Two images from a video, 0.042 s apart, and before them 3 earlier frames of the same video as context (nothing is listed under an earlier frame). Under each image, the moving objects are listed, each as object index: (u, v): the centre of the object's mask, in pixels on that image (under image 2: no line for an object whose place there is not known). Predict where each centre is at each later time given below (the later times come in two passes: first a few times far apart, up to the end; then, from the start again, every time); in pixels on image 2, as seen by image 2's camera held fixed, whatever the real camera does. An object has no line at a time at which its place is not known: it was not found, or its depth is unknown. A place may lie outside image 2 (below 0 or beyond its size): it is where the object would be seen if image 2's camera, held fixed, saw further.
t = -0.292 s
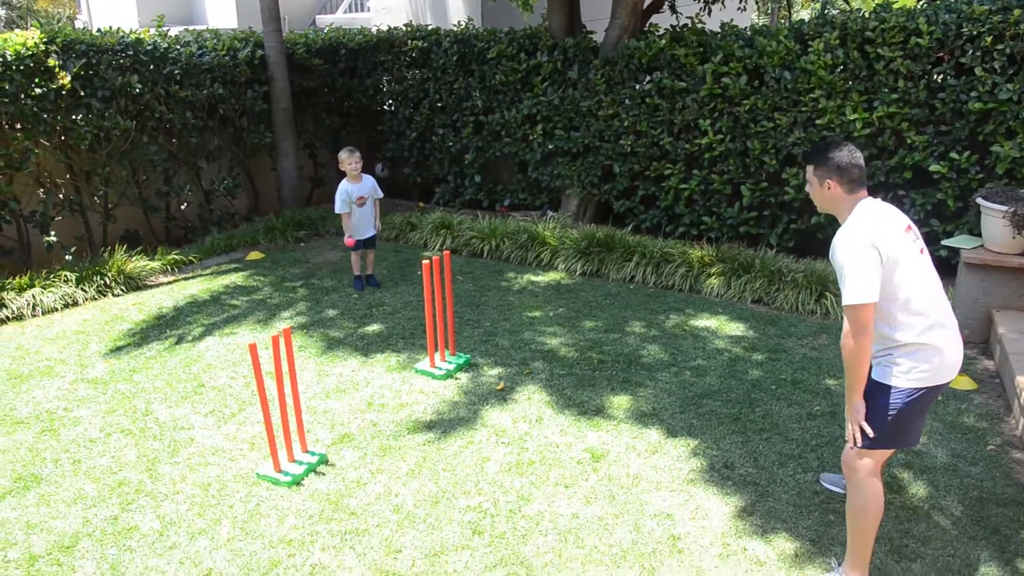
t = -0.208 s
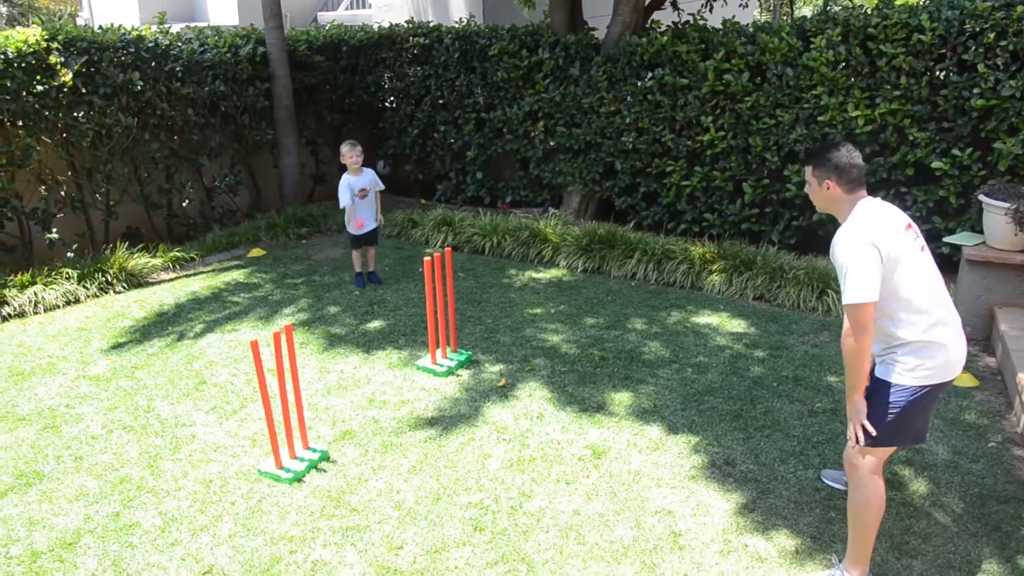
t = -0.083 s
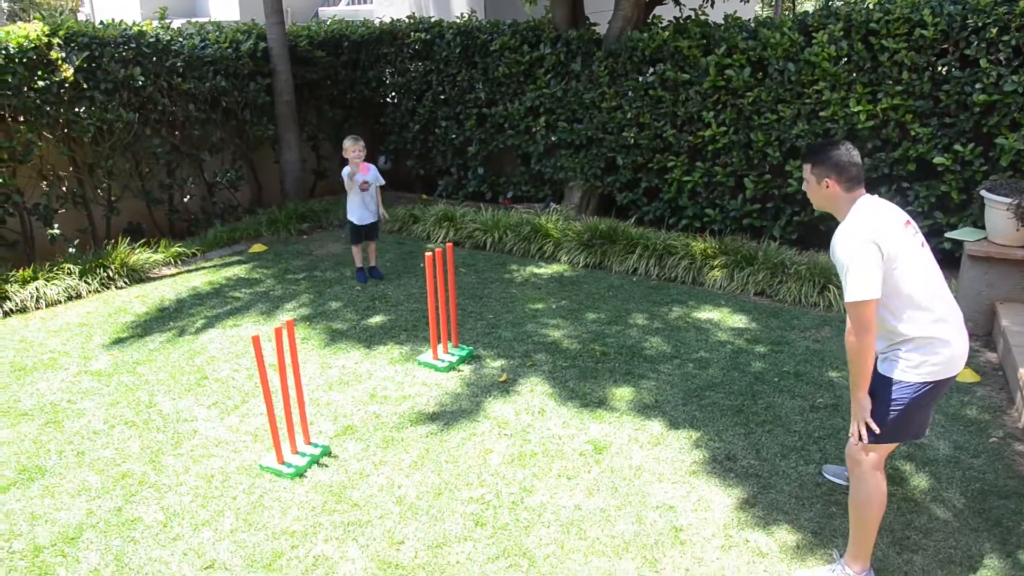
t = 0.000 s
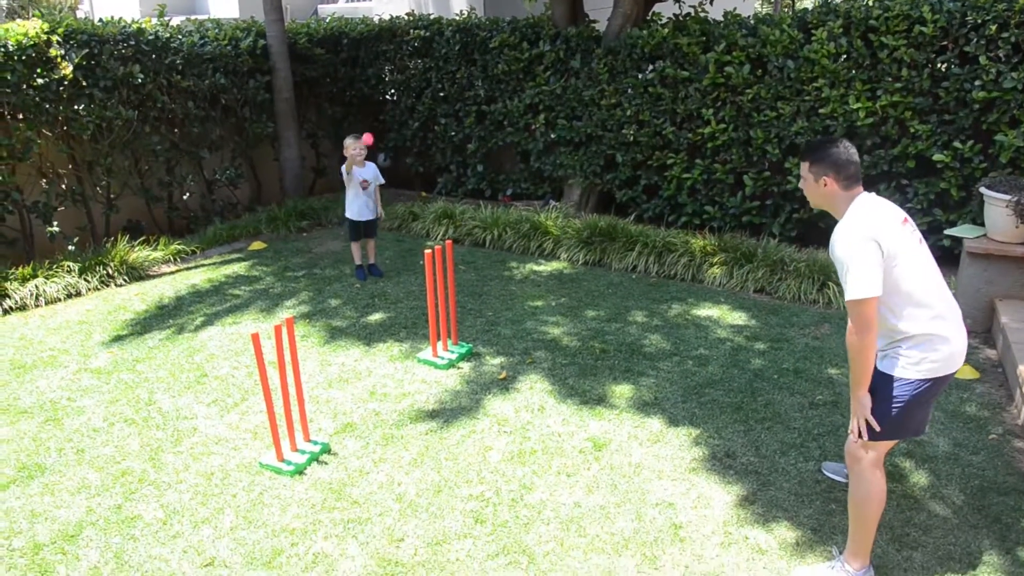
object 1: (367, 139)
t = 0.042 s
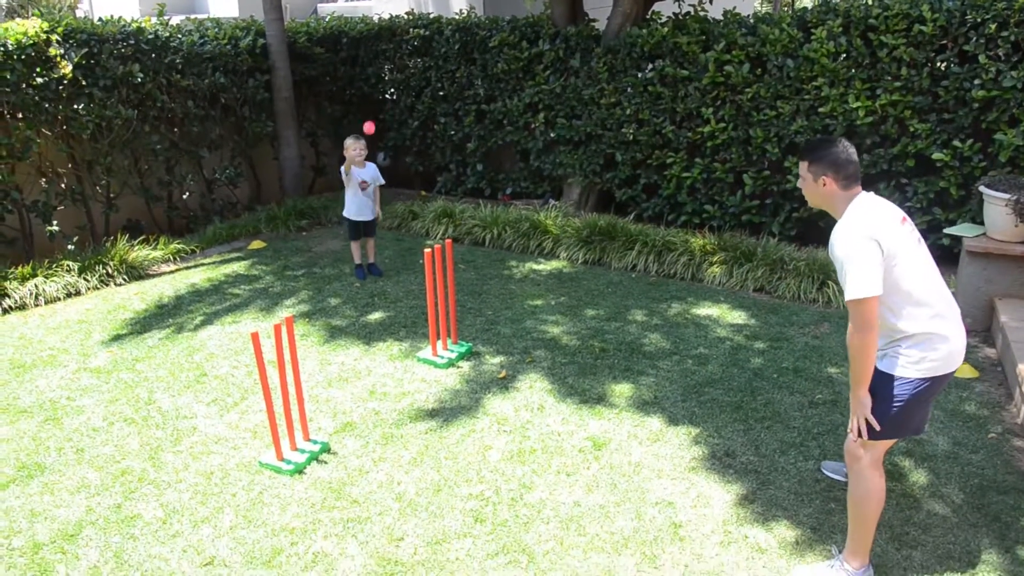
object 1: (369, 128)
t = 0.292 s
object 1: (388, 119)
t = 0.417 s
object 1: (402, 161)
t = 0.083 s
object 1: (371, 120)
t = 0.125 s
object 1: (374, 114)
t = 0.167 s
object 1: (377, 111)
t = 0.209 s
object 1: (380, 110)
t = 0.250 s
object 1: (384, 113)
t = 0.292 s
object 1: (388, 119)
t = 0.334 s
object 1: (392, 129)
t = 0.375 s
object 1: (396, 143)
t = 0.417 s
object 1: (402, 161)
